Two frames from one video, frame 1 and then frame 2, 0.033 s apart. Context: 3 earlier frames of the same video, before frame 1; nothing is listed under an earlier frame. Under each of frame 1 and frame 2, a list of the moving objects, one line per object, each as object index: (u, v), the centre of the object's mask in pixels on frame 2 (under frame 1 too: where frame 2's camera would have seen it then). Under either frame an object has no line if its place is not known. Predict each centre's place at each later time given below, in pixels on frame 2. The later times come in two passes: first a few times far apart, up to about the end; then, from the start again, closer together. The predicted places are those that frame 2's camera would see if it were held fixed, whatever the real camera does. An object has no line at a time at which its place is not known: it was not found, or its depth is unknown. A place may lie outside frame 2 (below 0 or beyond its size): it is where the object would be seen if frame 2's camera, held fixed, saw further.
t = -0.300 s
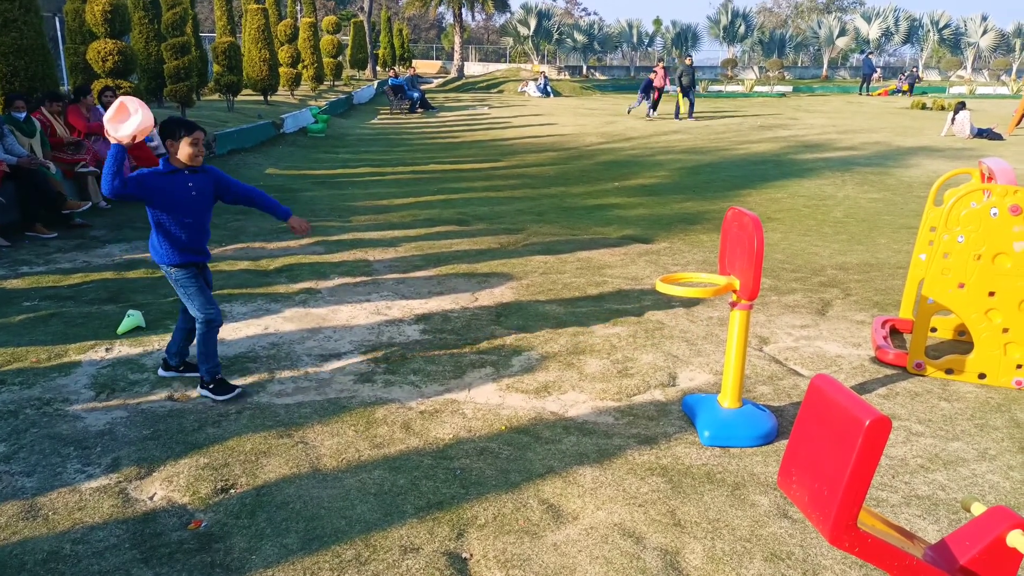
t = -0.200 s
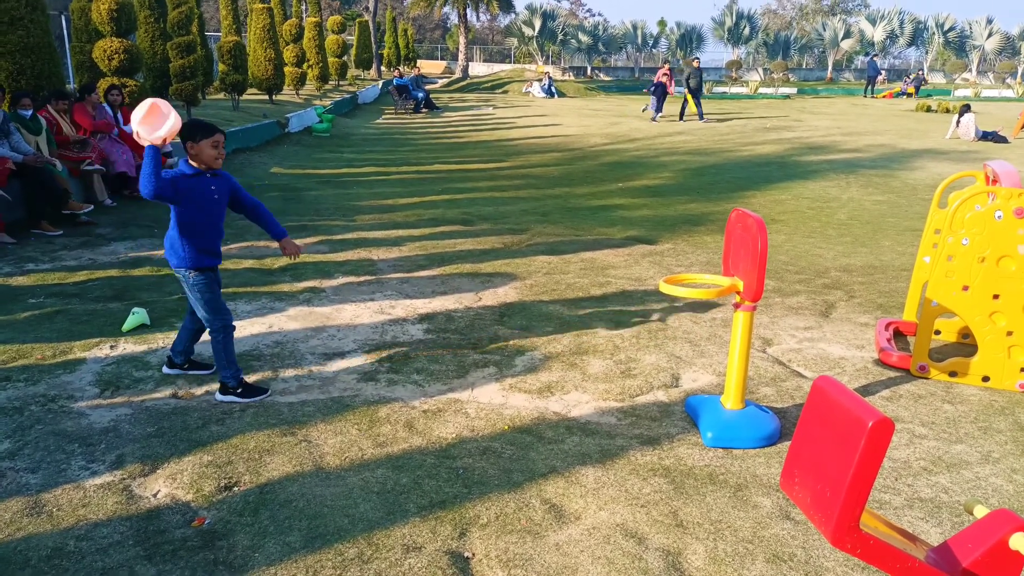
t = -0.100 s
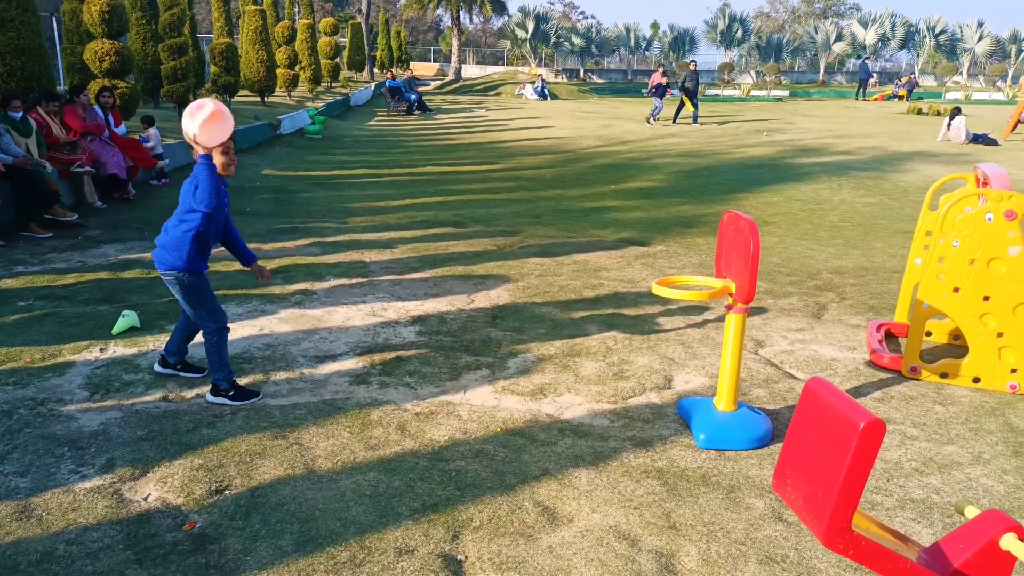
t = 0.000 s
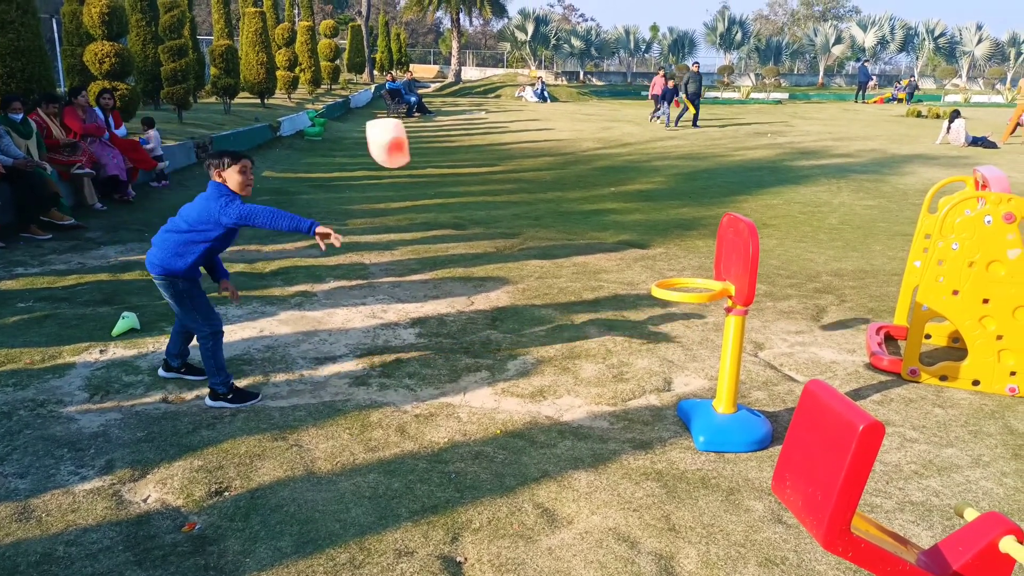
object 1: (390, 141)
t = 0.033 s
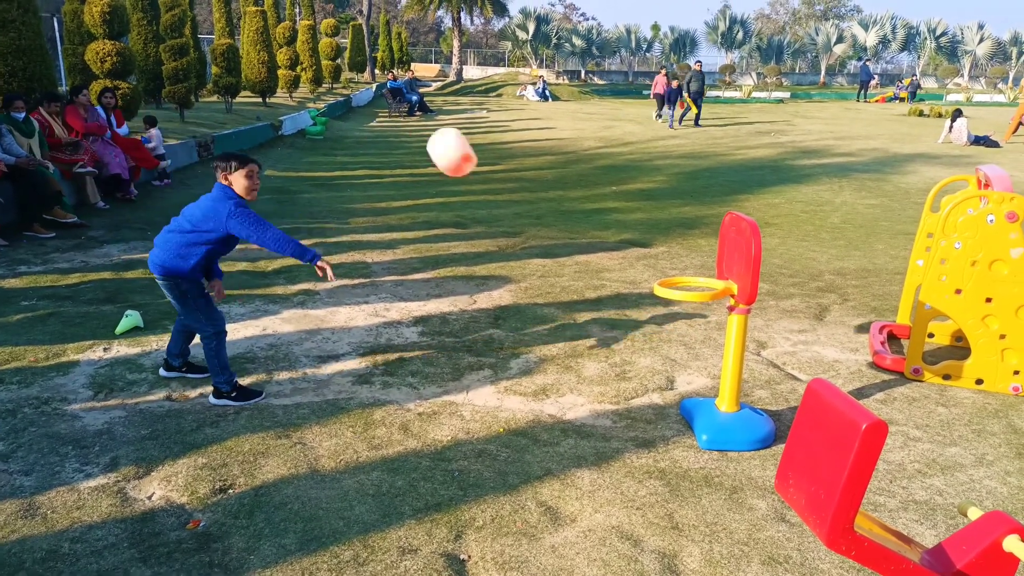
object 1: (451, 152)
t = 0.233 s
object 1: (725, 247)
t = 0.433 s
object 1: (687, 288)
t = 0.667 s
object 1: (639, 416)
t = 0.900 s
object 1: (541, 509)
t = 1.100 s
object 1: (431, 562)
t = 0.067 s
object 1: (512, 166)
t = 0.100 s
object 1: (571, 182)
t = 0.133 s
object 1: (627, 201)
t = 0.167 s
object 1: (681, 224)
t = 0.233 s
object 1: (725, 247)
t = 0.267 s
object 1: (717, 266)
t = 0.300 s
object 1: (710, 275)
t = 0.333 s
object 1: (706, 273)
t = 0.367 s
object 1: (702, 274)
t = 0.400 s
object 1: (695, 279)
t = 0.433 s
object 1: (687, 288)
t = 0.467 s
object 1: (680, 298)
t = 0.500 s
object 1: (675, 311)
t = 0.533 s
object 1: (670, 327)
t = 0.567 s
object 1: (663, 346)
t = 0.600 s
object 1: (655, 367)
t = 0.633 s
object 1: (648, 389)
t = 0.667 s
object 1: (639, 416)
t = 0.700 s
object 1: (630, 447)
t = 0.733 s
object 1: (621, 480)
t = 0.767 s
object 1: (609, 492)
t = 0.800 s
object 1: (593, 493)
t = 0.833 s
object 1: (578, 496)
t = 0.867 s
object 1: (560, 500)
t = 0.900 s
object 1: (541, 509)
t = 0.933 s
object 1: (522, 520)
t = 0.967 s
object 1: (502, 535)
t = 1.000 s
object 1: (481, 547)
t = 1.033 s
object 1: (461, 558)
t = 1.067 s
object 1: (445, 560)
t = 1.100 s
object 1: (431, 562)
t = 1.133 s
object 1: (417, 564)
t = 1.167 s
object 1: (401, 566)
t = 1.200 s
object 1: (385, 571)
